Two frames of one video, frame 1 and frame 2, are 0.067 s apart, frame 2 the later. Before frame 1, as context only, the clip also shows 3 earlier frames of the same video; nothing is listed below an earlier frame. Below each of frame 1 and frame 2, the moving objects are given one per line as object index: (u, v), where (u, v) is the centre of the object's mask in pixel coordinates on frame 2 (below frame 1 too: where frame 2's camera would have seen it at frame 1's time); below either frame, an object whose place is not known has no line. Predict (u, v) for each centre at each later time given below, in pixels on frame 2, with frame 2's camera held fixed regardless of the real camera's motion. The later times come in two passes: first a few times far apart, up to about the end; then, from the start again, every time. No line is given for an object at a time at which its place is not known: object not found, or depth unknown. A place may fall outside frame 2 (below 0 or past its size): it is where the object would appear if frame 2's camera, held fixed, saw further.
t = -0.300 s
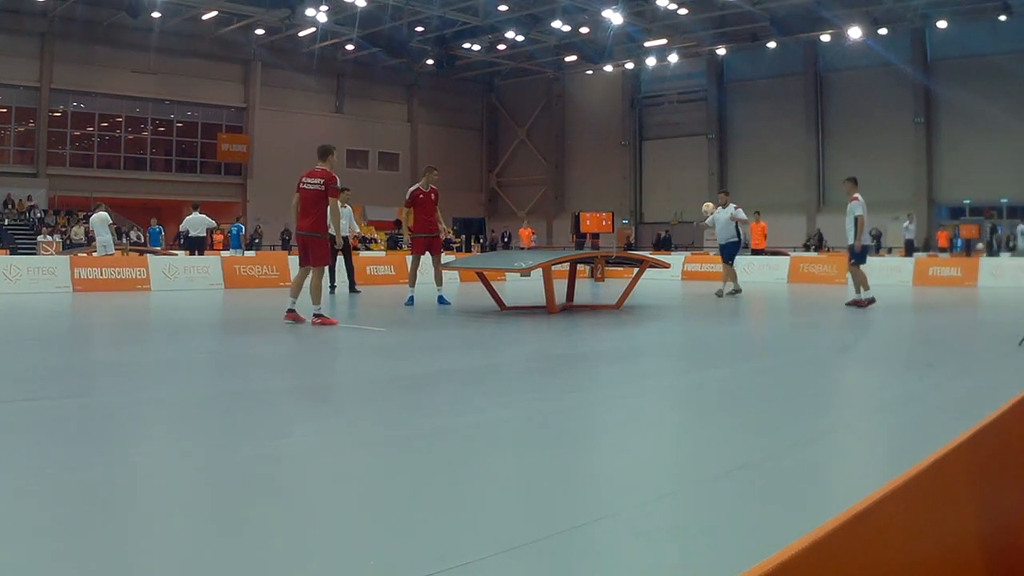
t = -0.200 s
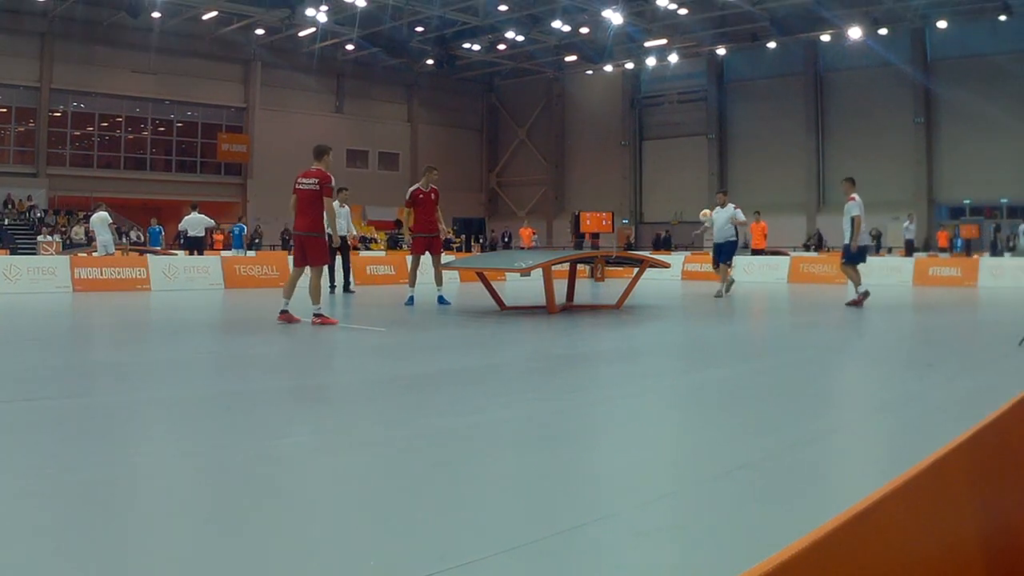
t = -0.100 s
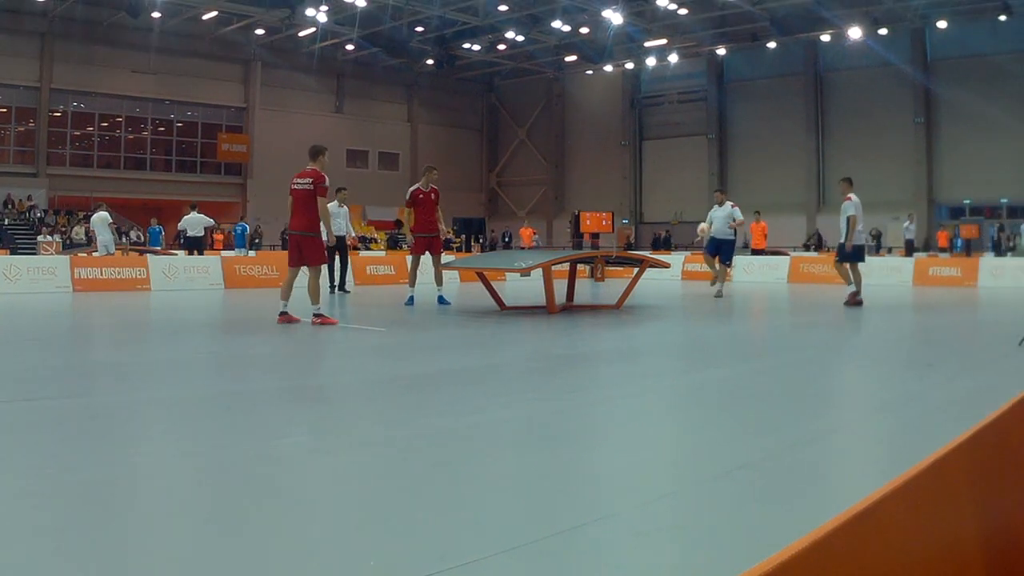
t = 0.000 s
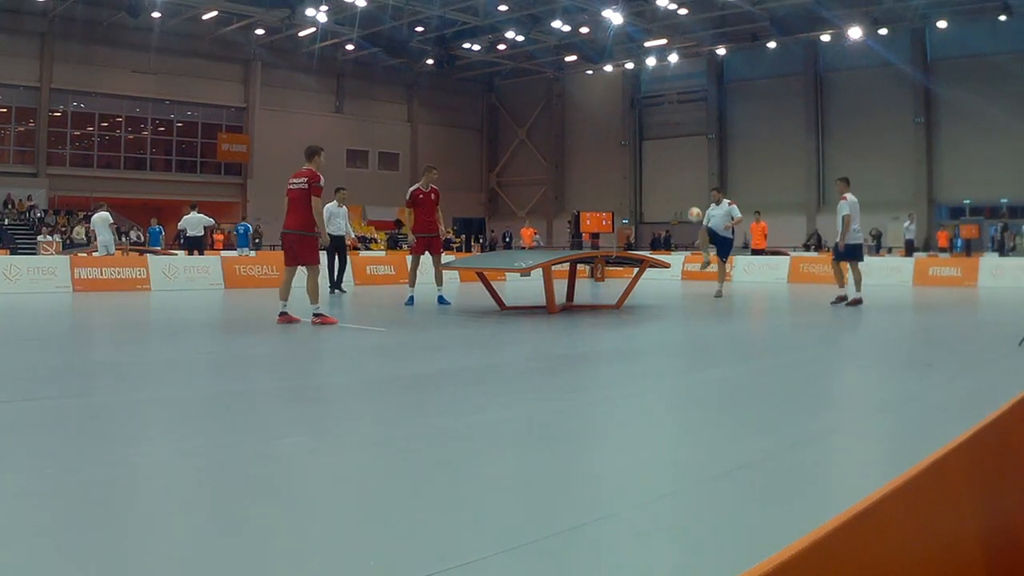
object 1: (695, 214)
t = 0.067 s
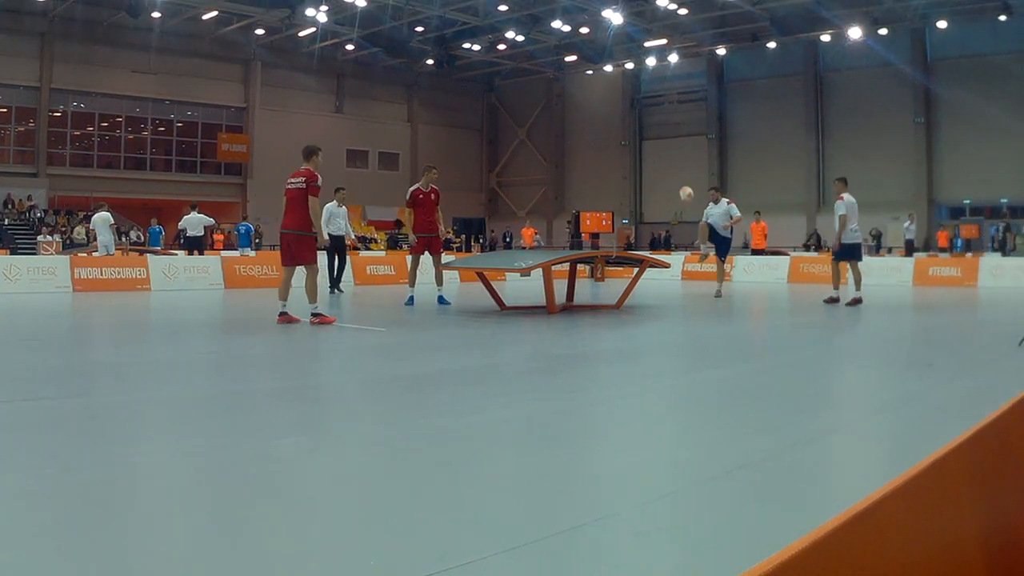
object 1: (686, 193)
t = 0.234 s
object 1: (663, 153)
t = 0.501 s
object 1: (623, 121)
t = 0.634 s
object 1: (601, 123)
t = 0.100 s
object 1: (681, 184)
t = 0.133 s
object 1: (677, 175)
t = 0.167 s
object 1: (672, 167)
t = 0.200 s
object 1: (668, 160)
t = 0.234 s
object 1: (663, 153)
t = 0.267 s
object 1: (658, 146)
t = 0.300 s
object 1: (653, 140)
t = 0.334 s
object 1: (649, 135)
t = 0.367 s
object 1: (643, 131)
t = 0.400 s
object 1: (638, 128)
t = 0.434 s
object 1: (633, 125)
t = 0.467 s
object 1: (628, 123)
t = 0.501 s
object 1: (623, 121)
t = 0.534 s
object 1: (617, 120)
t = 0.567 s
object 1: (612, 120)
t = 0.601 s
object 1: (606, 121)
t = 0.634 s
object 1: (601, 123)
